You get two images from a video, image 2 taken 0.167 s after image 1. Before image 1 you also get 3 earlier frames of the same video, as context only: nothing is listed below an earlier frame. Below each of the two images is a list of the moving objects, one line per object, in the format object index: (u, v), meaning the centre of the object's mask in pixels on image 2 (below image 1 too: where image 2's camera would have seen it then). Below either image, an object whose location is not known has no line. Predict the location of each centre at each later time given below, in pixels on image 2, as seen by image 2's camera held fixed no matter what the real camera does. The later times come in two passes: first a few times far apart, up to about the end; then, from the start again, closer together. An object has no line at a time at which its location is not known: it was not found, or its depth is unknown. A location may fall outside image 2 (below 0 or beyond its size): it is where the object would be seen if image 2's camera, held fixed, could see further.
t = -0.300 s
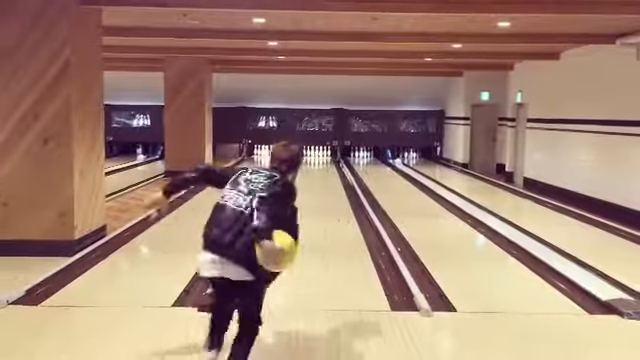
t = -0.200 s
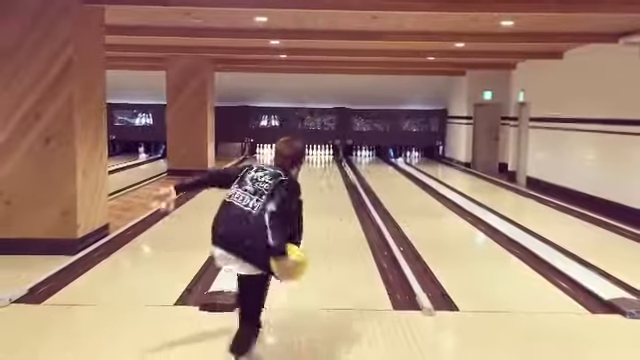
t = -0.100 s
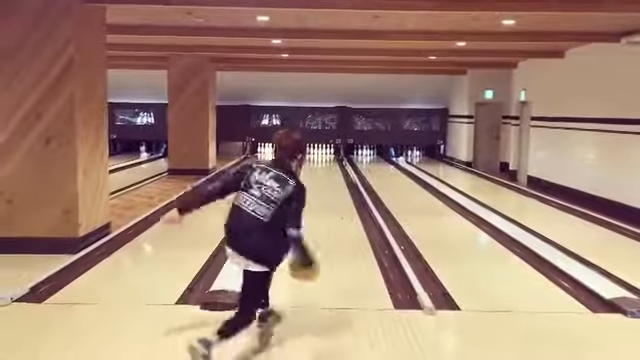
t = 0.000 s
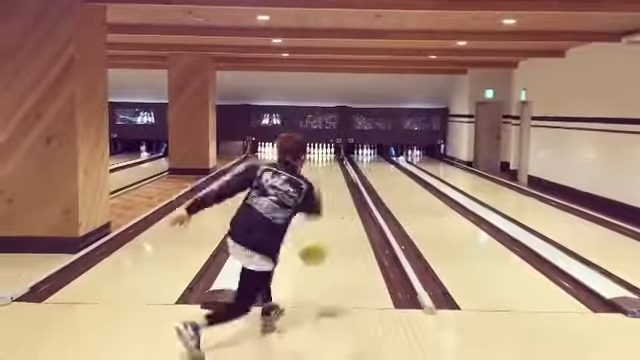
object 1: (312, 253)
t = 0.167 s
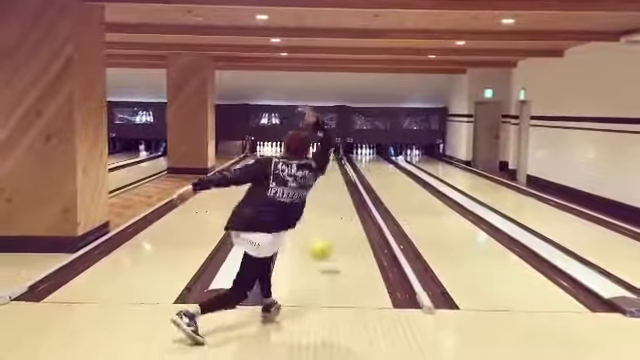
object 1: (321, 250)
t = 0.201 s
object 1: (323, 255)
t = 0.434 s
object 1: (330, 230)
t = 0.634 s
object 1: (334, 212)
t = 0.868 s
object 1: (334, 198)
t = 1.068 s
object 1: (335, 190)
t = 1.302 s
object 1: (335, 182)
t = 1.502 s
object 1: (334, 174)
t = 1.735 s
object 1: (333, 168)
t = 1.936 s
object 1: (331, 167)
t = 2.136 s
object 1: (330, 163)
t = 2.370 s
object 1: (327, 159)
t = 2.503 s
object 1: (327, 159)
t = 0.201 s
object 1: (323, 255)
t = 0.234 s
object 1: (323, 253)
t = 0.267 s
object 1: (324, 248)
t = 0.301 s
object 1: (325, 244)
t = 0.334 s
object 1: (327, 240)
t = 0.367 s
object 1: (327, 236)
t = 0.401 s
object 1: (329, 232)
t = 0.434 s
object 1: (330, 230)
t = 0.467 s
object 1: (330, 228)
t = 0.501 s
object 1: (331, 222)
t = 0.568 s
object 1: (332, 217)
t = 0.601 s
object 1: (333, 214)
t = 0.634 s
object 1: (334, 212)
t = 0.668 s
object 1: (334, 209)
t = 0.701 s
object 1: (334, 207)
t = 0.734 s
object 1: (335, 205)
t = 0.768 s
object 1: (335, 203)
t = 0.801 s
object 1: (335, 201)
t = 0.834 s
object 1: (335, 199)
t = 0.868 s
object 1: (334, 198)
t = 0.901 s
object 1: (335, 196)
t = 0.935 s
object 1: (334, 195)
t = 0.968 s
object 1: (335, 193)
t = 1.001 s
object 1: (335, 192)
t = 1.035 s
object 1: (334, 191)
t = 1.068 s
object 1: (335, 190)
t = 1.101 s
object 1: (335, 190)
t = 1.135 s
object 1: (335, 187)
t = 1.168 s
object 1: (335, 185)
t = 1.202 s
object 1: (335, 184)
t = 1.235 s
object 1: (335, 184)
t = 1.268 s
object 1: (335, 183)
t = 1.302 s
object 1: (335, 182)
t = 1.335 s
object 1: (335, 178)
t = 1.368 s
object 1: (335, 176)
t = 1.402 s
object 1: (334, 175)
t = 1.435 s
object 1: (334, 175)
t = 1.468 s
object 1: (335, 175)
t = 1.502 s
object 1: (334, 174)
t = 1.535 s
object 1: (335, 173)
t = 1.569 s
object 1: (335, 172)
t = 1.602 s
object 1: (333, 171)
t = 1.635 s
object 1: (334, 171)
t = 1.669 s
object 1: (334, 170)
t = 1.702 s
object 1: (333, 170)
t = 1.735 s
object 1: (333, 168)
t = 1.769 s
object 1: (333, 168)
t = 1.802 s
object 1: (332, 167)
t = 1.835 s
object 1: (332, 167)
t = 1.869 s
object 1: (332, 167)
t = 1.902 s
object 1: (331, 167)
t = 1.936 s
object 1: (331, 167)
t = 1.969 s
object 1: (331, 166)
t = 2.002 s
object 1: (331, 165)
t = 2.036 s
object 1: (330, 165)
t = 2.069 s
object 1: (330, 163)
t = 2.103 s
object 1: (330, 164)
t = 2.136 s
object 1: (330, 163)
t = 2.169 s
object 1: (329, 163)
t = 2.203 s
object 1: (329, 163)
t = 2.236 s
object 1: (329, 163)
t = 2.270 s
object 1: (327, 162)
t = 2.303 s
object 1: (325, 163)
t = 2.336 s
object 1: (324, 163)
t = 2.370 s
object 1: (327, 159)
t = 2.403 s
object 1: (326, 159)
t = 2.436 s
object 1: (327, 159)
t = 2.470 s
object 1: (327, 158)
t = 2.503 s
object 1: (327, 159)
